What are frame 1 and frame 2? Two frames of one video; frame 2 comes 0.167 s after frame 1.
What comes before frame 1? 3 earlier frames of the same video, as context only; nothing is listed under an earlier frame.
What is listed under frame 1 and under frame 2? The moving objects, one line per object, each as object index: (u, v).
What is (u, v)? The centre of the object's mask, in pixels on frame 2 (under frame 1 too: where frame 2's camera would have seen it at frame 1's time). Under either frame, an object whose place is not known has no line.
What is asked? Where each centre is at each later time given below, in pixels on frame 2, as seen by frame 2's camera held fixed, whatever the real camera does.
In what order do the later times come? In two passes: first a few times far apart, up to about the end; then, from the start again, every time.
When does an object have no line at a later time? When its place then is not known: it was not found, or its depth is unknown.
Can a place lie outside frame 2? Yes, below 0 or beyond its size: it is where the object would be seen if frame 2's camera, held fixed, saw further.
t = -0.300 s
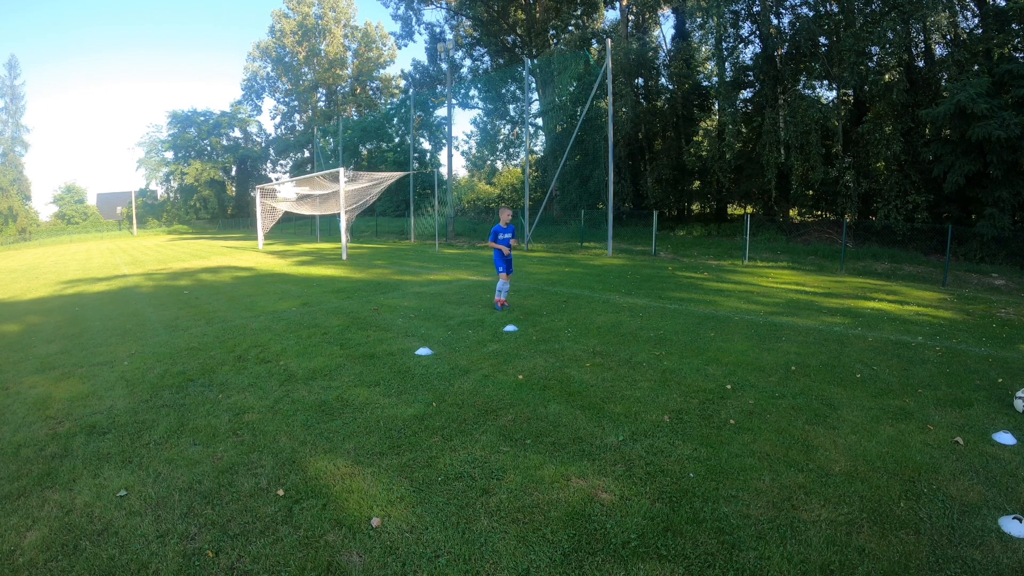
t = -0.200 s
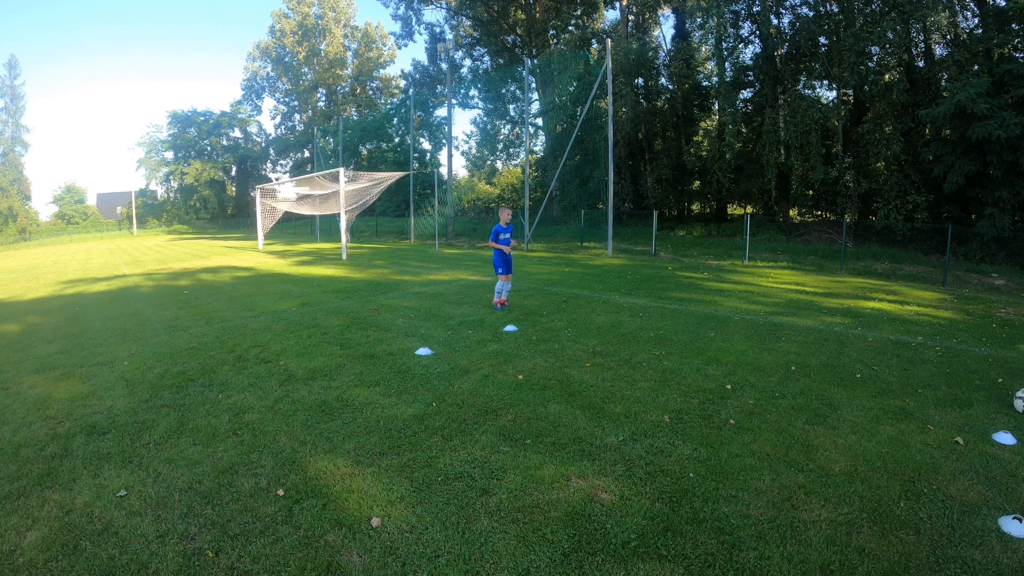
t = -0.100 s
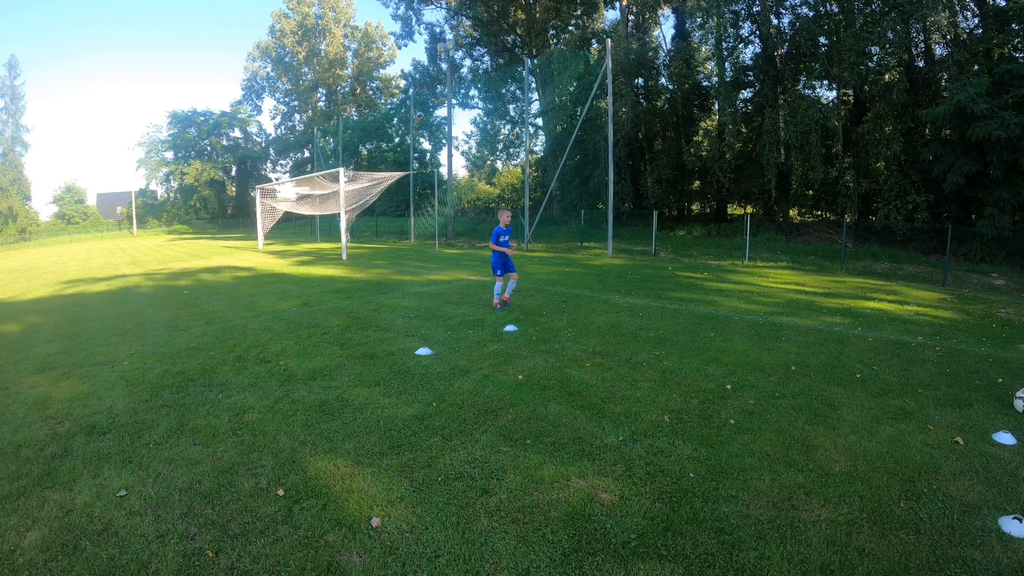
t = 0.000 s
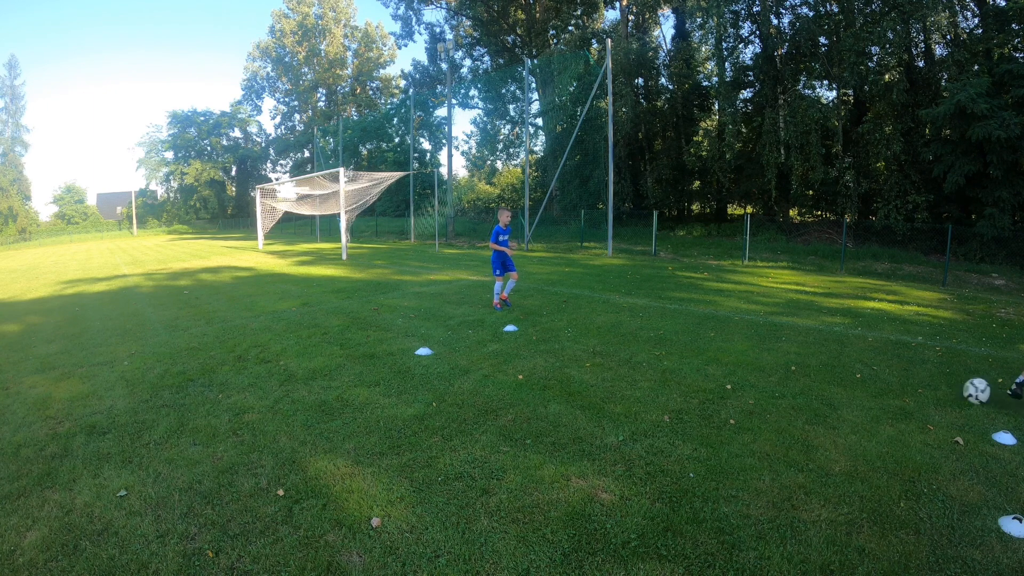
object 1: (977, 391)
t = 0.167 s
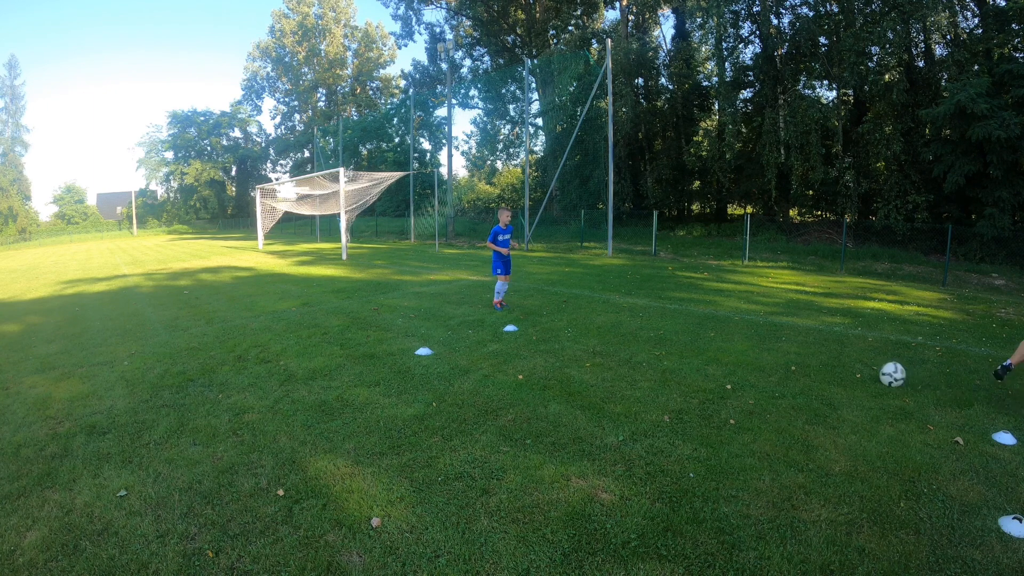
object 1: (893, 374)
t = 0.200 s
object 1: (878, 372)
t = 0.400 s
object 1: (803, 357)
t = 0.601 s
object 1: (740, 344)
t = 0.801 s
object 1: (687, 334)
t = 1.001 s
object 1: (643, 325)
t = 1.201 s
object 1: (607, 318)
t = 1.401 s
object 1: (578, 313)
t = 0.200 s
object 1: (878, 372)
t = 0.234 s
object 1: (864, 370)
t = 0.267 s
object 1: (851, 367)
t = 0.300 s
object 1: (839, 364)
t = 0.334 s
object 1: (827, 361)
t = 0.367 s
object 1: (815, 359)
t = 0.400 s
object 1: (803, 357)
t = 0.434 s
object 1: (791, 355)
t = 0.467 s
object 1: (780, 352)
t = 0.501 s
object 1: (770, 350)
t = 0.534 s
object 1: (760, 348)
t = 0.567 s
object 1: (750, 346)
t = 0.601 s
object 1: (740, 344)
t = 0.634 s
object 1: (730, 342)
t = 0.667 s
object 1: (721, 340)
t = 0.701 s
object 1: (712, 339)
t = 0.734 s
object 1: (703, 337)
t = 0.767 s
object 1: (695, 336)
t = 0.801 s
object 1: (687, 334)
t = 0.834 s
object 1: (679, 333)
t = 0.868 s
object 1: (671, 331)
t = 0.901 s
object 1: (663, 330)
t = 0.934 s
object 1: (656, 329)
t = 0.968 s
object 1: (649, 327)
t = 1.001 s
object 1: (643, 325)
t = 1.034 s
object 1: (636, 324)
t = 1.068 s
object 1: (630, 323)
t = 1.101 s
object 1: (624, 322)
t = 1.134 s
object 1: (618, 321)
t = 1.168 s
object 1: (612, 320)
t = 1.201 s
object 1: (607, 318)
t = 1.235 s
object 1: (602, 317)
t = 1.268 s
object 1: (596, 316)
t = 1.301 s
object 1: (591, 315)
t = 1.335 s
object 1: (587, 315)
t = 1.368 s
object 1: (582, 314)
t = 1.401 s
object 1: (578, 313)
